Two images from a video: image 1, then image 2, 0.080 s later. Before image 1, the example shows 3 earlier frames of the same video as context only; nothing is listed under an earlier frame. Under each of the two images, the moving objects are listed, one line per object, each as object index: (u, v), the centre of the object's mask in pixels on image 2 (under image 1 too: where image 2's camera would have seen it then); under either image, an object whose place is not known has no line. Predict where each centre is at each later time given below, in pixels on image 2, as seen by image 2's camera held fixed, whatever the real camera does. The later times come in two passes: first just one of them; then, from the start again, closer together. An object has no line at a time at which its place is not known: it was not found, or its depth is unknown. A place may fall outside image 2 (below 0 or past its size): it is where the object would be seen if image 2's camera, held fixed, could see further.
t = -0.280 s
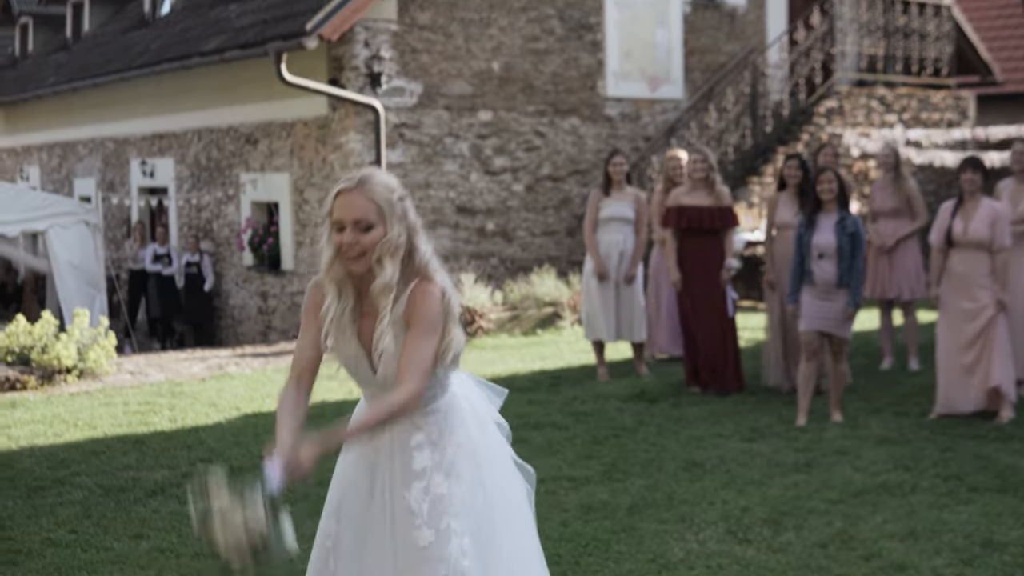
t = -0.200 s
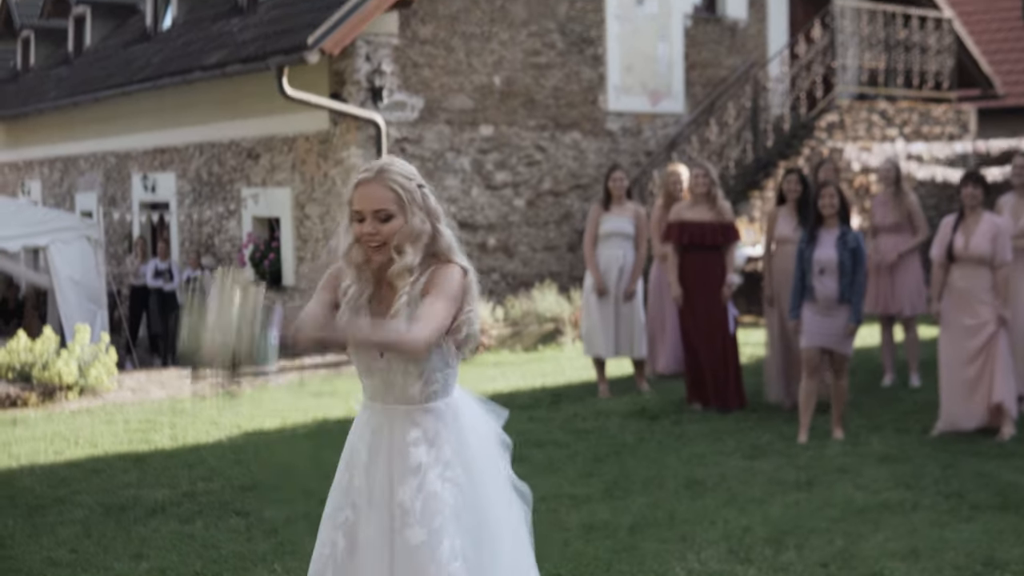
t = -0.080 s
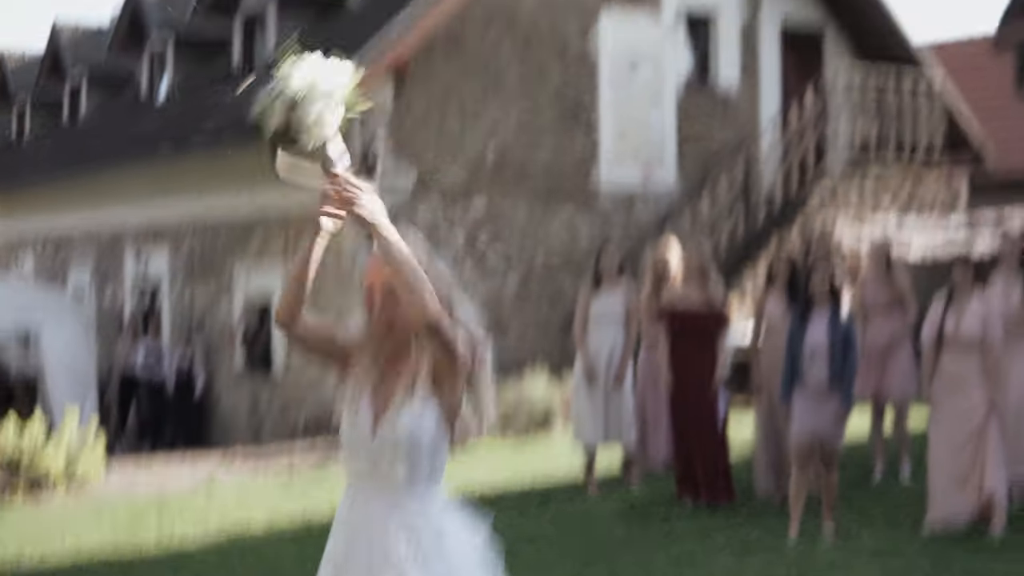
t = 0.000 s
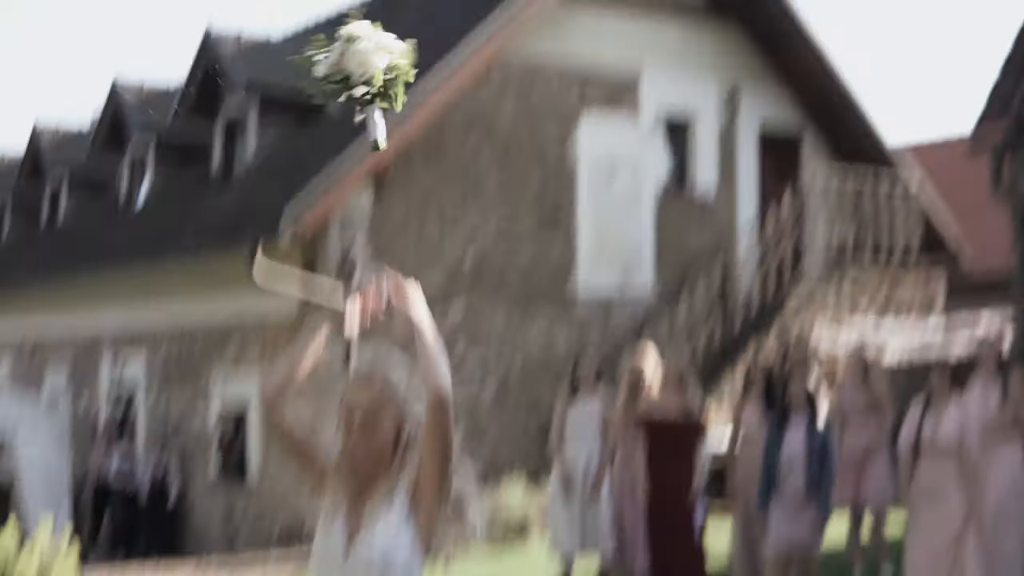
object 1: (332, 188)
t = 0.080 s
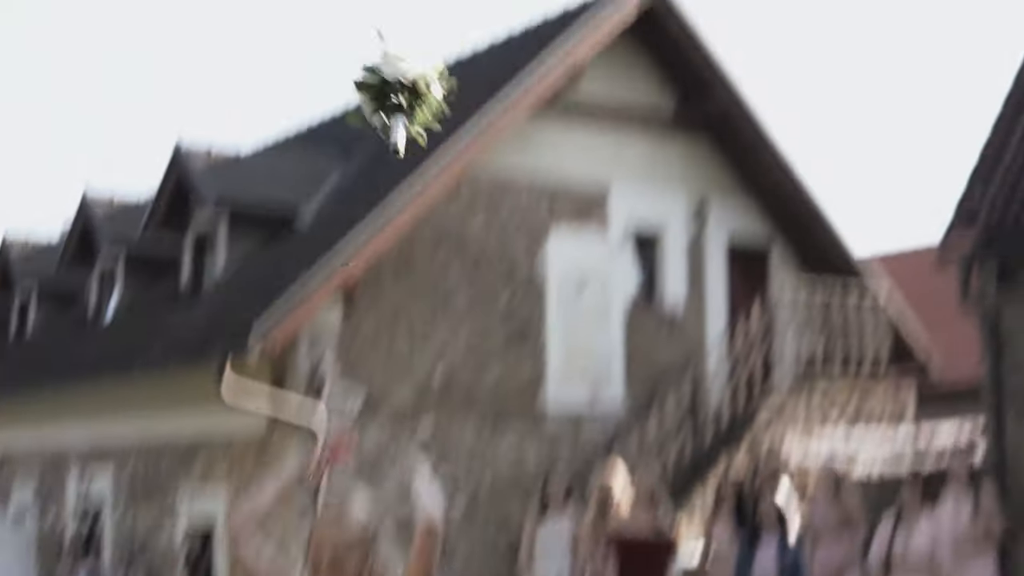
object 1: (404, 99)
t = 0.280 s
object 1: (523, 27)
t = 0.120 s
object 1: (429, 70)
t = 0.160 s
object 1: (455, 52)
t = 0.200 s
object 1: (480, 42)
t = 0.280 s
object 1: (523, 27)
